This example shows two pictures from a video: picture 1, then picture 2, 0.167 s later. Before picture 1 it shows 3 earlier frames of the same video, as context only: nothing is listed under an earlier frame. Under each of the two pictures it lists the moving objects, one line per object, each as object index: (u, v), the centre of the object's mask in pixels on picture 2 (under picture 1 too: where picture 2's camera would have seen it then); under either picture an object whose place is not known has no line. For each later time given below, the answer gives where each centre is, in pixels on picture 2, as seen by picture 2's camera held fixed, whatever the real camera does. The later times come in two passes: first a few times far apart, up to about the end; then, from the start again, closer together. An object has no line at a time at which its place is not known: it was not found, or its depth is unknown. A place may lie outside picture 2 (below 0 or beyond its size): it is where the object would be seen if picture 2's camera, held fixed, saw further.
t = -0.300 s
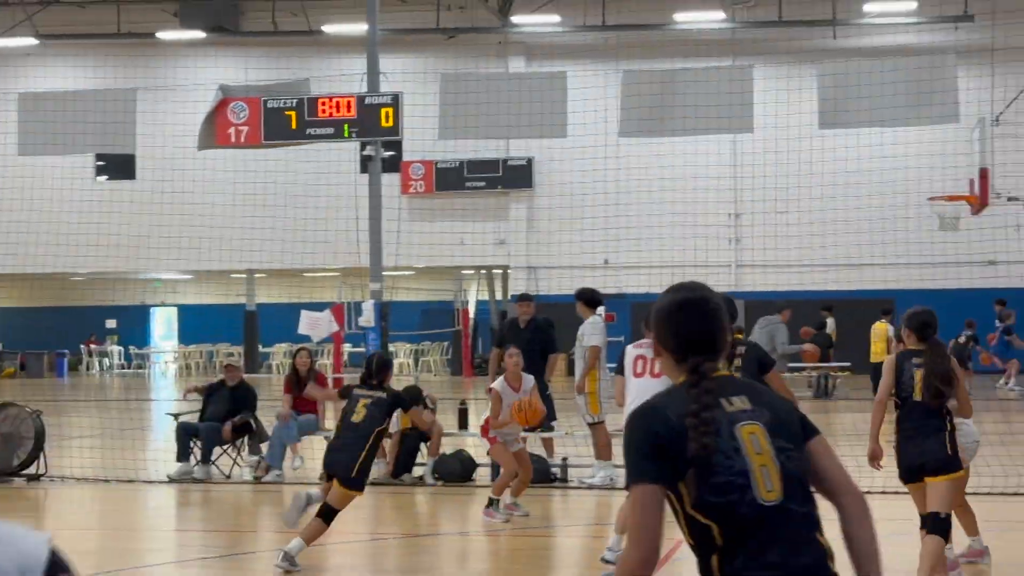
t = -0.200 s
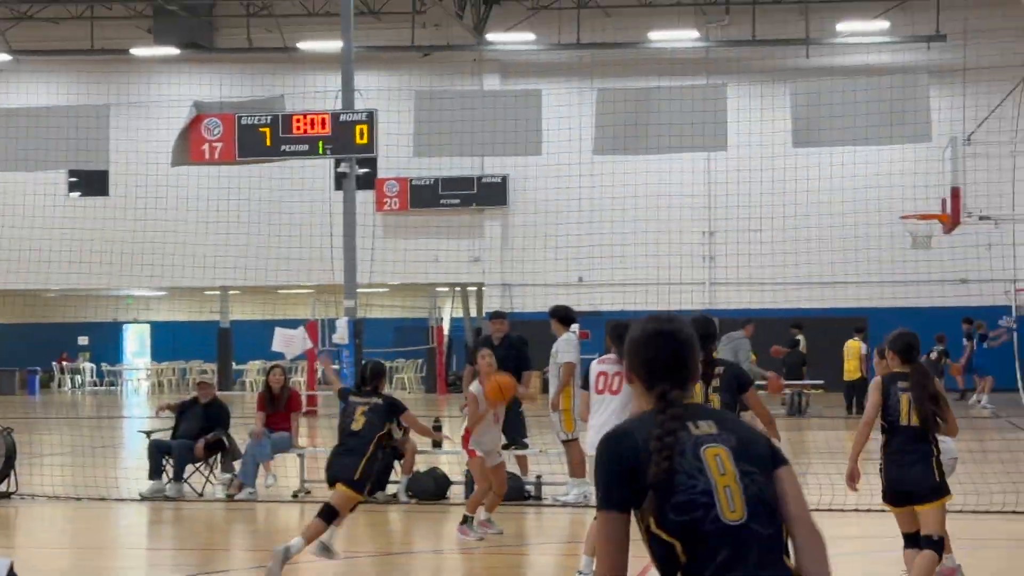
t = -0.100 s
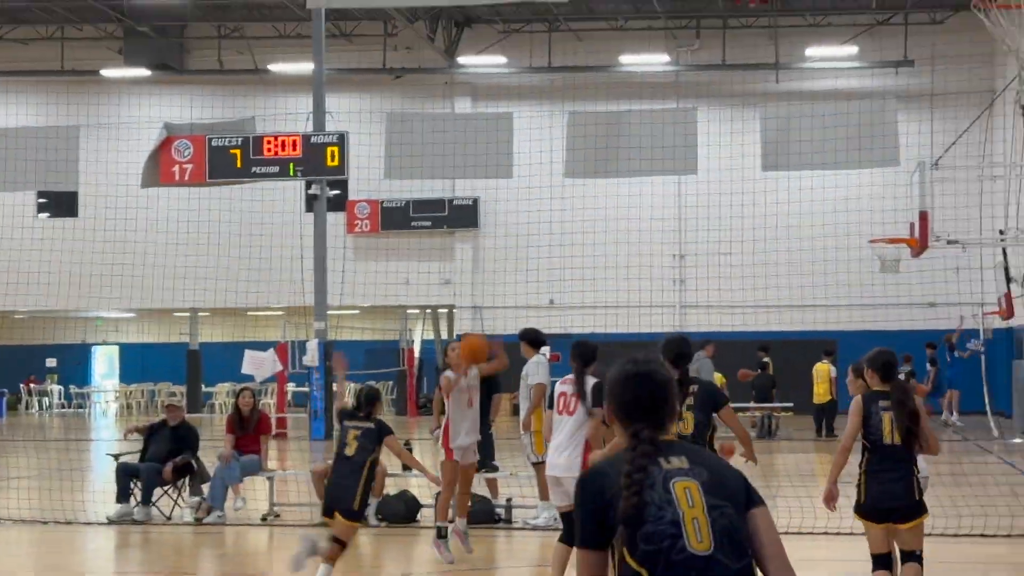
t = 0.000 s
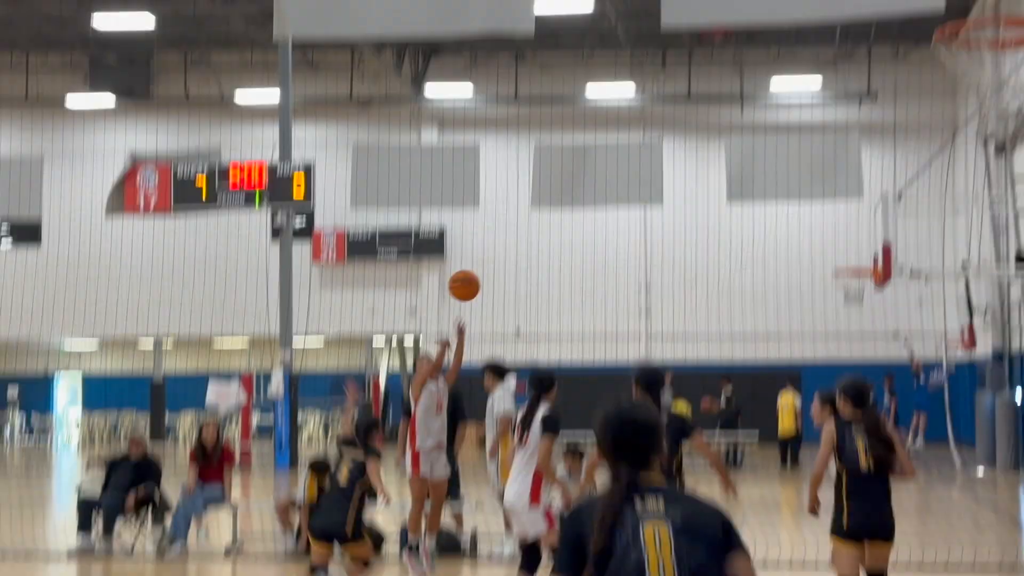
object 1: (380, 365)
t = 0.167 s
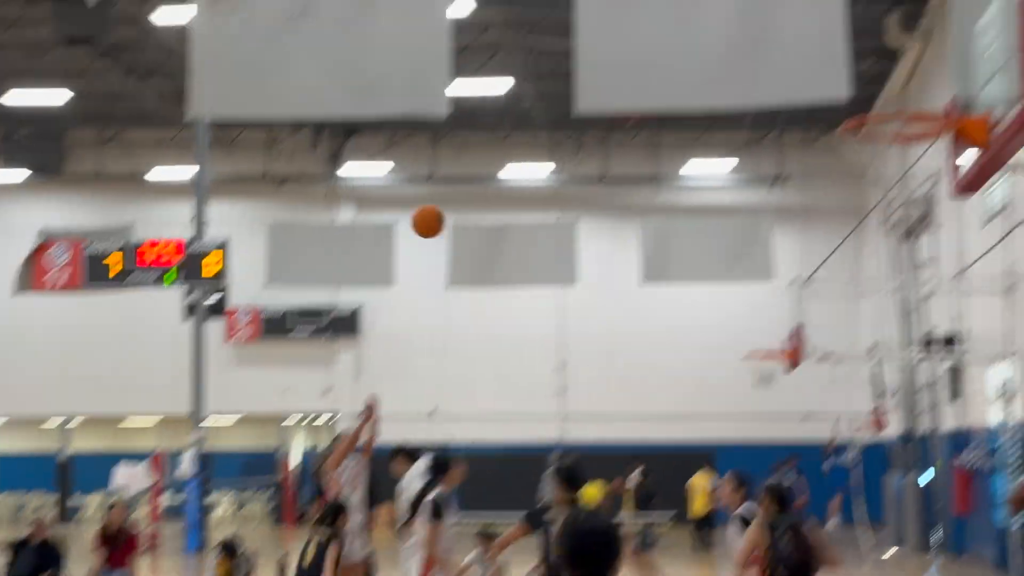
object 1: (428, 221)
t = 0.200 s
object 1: (437, 196)
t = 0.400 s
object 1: (500, 61)
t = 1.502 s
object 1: (830, 168)
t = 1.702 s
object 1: (852, 178)
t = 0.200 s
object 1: (437, 196)
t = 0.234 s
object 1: (447, 170)
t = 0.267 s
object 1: (456, 146)
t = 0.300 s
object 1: (466, 123)
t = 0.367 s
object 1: (490, 82)
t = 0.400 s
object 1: (500, 61)
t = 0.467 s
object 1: (522, 26)
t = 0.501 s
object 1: (534, 12)
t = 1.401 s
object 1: (844, 173)
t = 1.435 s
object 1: (835, 172)
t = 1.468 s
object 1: (831, 170)
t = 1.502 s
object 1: (830, 168)
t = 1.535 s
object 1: (831, 165)
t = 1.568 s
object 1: (834, 165)
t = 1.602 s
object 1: (837, 166)
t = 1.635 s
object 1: (841, 169)
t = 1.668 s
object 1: (847, 173)
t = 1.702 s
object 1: (852, 178)
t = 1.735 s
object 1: (860, 184)
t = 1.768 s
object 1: (870, 188)
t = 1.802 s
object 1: (876, 197)
